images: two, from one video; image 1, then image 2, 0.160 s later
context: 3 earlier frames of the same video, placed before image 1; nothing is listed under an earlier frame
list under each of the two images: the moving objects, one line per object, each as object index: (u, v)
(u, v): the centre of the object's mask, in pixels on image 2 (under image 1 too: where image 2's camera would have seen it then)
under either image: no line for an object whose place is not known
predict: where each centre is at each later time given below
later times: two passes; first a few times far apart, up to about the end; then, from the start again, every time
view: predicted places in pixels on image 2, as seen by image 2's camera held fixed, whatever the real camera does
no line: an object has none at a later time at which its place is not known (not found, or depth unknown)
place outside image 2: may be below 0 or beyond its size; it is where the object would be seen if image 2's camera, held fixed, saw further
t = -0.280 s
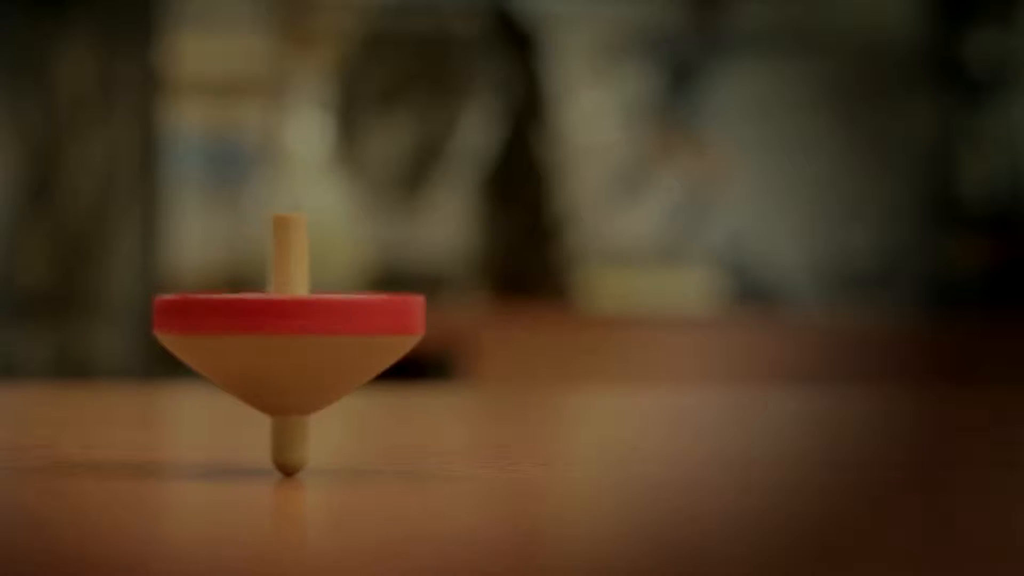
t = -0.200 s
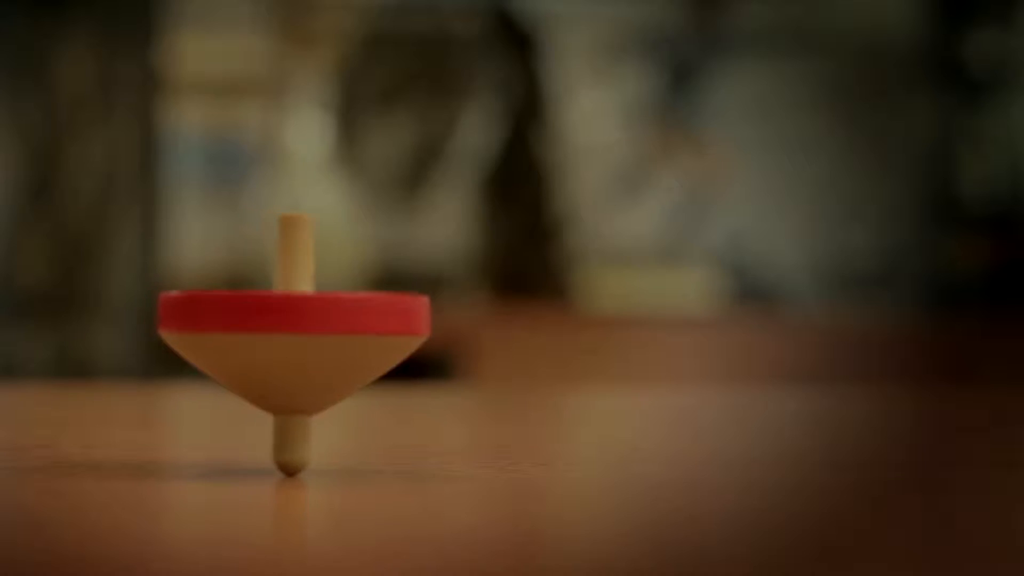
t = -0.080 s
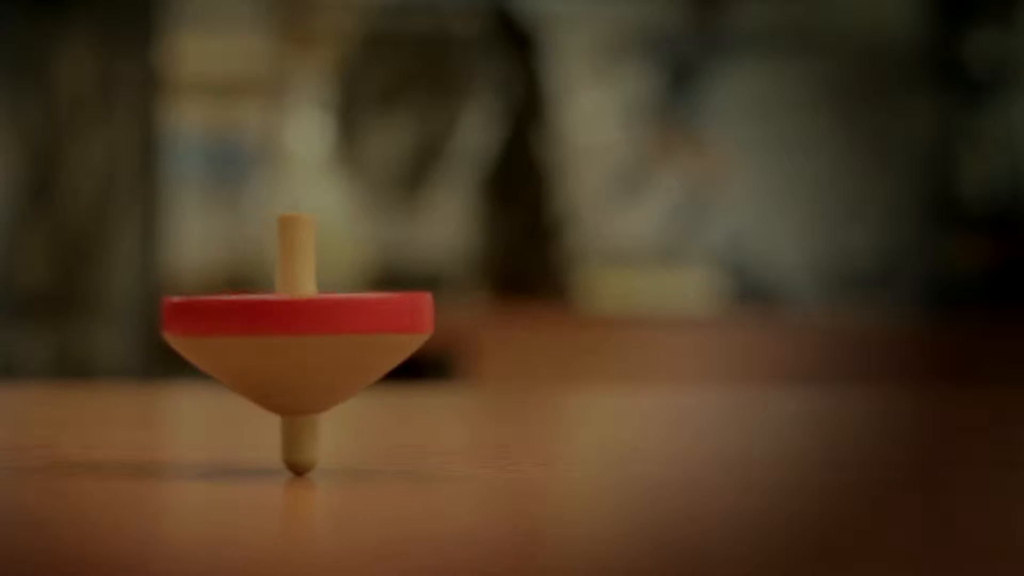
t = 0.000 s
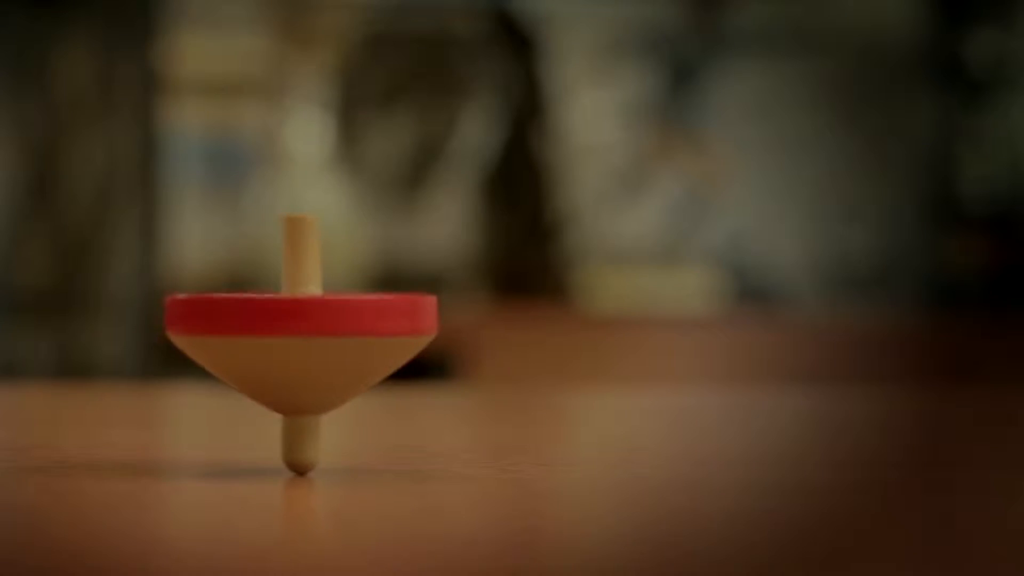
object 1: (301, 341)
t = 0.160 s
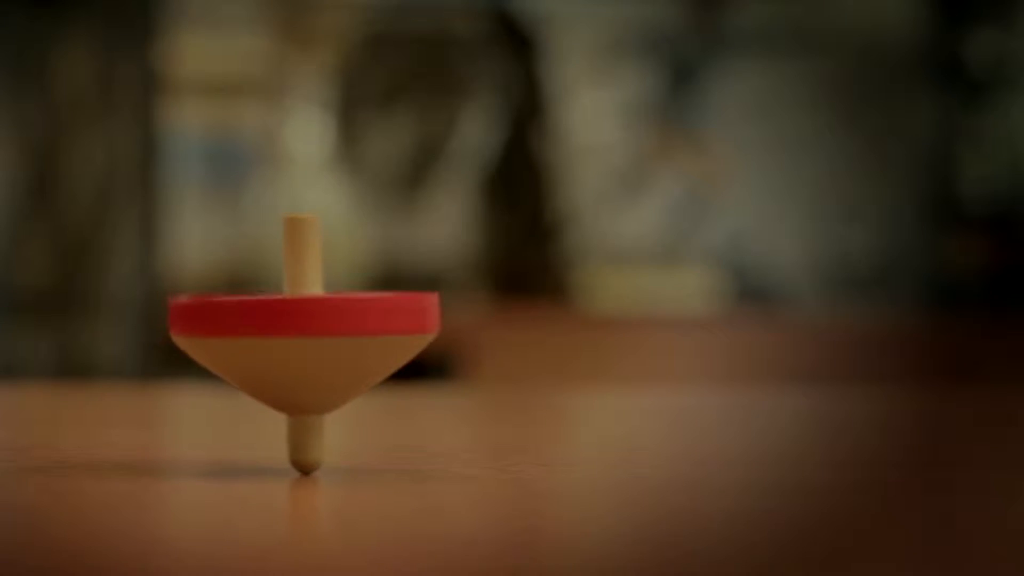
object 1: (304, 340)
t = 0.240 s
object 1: (304, 340)
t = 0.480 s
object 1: (294, 340)
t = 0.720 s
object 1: (275, 341)
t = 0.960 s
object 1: (262, 340)
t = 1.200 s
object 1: (261, 341)
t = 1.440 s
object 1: (271, 340)
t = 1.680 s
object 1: (285, 340)
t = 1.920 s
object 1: (288, 340)
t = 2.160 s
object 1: (277, 340)
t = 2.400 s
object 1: (256, 339)
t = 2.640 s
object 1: (239, 339)
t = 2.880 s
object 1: (235, 339)
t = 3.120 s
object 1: (246, 339)
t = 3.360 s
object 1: (259, 340)
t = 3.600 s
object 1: (263, 340)
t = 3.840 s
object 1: (254, 339)
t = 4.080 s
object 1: (238, 339)
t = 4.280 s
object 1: (226, 339)
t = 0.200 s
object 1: (304, 340)
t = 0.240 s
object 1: (304, 340)
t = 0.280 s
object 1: (303, 340)
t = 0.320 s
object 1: (302, 340)
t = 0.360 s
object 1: (300, 341)
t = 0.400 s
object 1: (299, 340)
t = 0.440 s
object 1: (297, 340)
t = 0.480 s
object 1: (294, 340)
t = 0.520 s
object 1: (291, 341)
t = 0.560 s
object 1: (288, 341)
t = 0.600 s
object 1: (285, 340)
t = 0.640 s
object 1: (280, 340)
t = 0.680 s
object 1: (277, 340)
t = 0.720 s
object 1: (275, 341)
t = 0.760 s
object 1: (272, 340)
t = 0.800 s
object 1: (270, 340)
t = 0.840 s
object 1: (267, 340)
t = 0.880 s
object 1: (265, 340)
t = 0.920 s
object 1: (263, 340)
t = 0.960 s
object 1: (262, 340)
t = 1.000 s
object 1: (261, 340)
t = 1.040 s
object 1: (261, 341)
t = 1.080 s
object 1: (261, 340)
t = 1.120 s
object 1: (261, 341)
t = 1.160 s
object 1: (261, 340)
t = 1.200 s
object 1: (261, 341)
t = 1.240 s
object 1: (263, 341)
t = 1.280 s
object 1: (265, 340)
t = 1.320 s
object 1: (266, 341)
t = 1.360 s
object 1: (267, 341)
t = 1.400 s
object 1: (268, 341)
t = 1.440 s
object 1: (271, 340)
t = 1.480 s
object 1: (275, 341)
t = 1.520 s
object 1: (278, 341)
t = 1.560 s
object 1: (279, 341)
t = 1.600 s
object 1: (280, 340)
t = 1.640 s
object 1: (282, 340)
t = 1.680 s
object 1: (285, 340)
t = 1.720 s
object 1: (287, 341)
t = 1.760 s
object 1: (287, 340)
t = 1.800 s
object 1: (289, 341)
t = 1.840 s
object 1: (290, 340)
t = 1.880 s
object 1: (288, 340)
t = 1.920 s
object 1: (288, 340)
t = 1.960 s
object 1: (287, 341)
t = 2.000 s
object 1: (286, 340)
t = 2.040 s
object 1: (285, 339)
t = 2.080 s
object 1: (282, 340)
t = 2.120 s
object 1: (279, 340)
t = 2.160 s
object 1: (277, 340)
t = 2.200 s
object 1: (273, 339)
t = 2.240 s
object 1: (269, 339)
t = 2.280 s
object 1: (267, 339)
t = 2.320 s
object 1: (264, 339)
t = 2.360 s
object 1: (260, 339)
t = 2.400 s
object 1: (256, 339)
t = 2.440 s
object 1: (252, 340)
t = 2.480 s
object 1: (249, 340)
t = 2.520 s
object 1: (246, 338)
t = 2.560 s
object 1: (243, 339)
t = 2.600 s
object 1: (241, 339)
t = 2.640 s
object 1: (239, 339)
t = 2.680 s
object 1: (238, 339)
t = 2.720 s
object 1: (236, 339)
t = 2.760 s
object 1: (235, 340)
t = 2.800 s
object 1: (235, 339)
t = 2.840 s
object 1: (235, 339)
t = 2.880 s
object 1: (235, 339)
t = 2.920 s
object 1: (236, 339)
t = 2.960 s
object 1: (238, 339)
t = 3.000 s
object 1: (239, 339)
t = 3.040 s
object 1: (240, 340)
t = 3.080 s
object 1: (243, 339)
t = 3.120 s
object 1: (246, 339)
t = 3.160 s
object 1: (250, 340)
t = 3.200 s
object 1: (253, 340)
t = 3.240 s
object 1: (256, 339)
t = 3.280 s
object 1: (256, 339)
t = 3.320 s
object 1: (258, 340)
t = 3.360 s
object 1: (259, 340)
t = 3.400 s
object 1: (261, 340)
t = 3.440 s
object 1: (263, 339)
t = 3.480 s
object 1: (262, 340)
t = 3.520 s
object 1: (261, 339)
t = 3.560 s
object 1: (262, 340)
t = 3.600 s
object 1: (263, 340)
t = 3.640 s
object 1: (263, 339)
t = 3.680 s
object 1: (261, 339)
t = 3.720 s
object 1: (259, 340)
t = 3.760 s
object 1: (258, 339)
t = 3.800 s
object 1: (256, 339)
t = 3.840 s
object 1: (254, 339)
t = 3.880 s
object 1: (252, 339)
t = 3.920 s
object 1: (248, 339)
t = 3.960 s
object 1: (245, 339)
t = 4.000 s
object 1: (242, 338)
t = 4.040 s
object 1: (241, 339)
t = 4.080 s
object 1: (238, 339)
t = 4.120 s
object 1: (234, 339)
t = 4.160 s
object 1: (231, 339)
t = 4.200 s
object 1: (228, 339)
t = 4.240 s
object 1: (226, 339)
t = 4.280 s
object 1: (226, 339)
